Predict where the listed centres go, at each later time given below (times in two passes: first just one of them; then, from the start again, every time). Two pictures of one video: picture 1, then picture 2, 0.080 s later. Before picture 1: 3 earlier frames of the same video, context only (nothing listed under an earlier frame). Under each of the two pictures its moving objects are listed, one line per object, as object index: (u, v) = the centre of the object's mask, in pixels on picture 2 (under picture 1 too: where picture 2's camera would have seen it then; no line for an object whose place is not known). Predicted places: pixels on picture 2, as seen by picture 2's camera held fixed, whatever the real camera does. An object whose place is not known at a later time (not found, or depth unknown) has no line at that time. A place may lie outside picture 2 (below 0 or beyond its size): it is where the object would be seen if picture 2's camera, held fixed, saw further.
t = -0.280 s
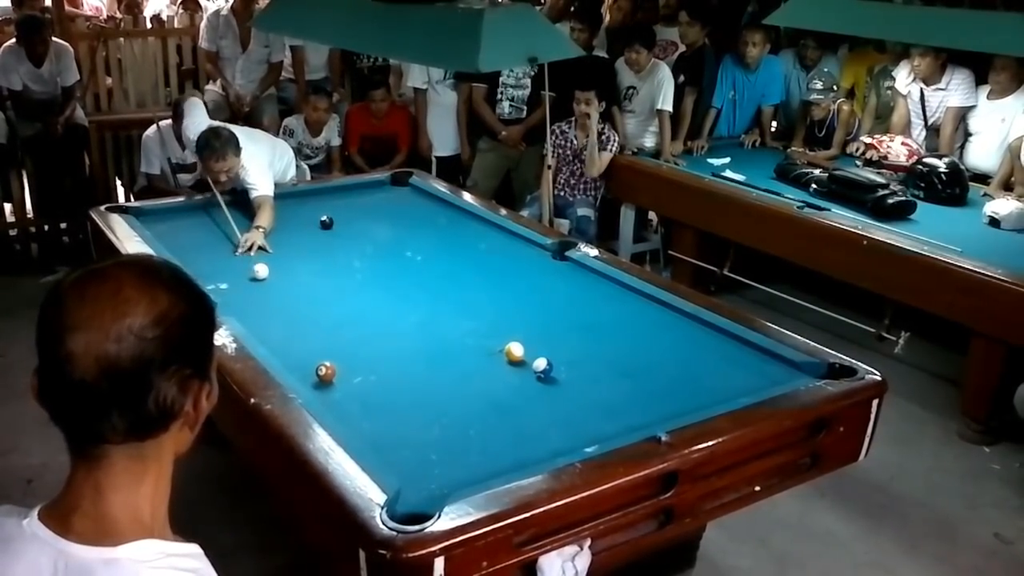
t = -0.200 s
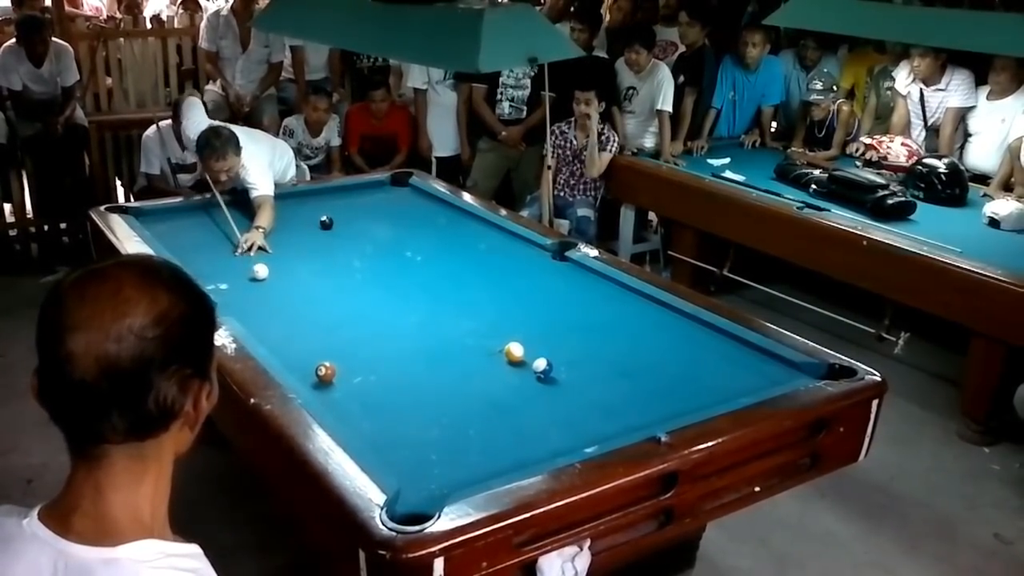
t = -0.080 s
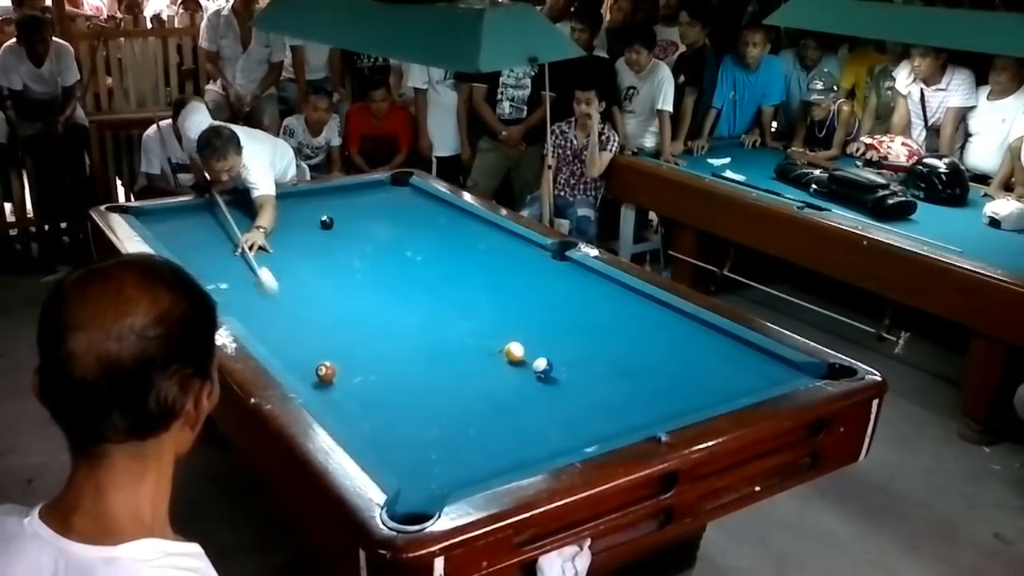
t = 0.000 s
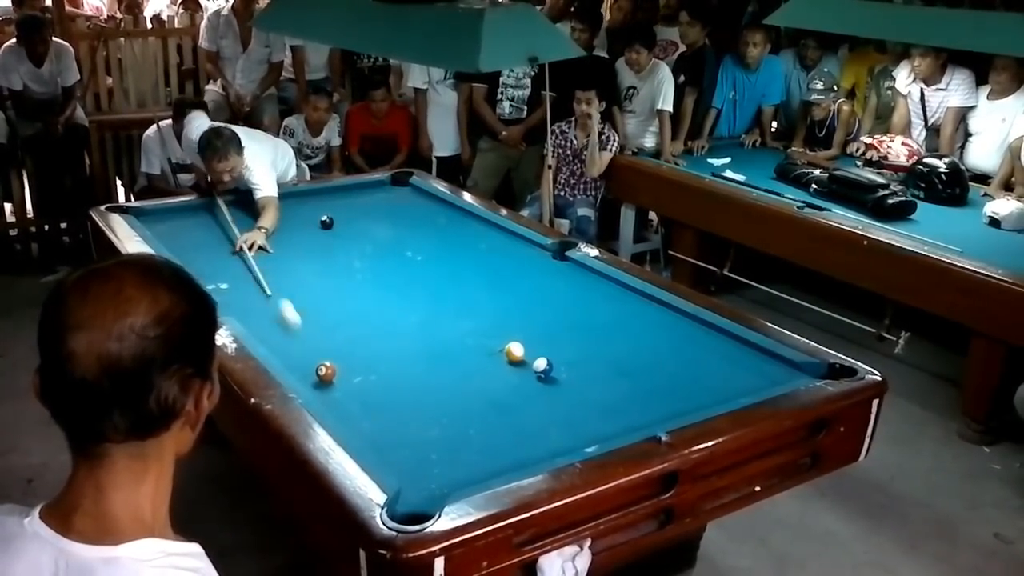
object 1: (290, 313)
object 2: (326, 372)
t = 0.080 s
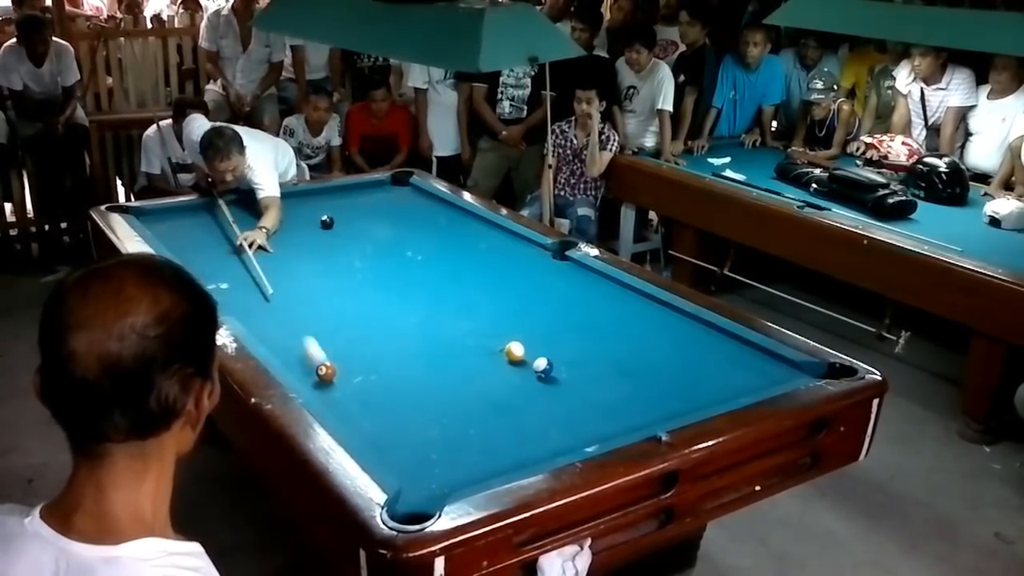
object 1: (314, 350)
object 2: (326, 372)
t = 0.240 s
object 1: (310, 361)
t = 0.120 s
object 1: (319, 363)
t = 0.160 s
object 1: (316, 363)
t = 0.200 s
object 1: (313, 362)
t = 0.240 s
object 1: (310, 361)
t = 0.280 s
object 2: (409, 478)
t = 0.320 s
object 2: (427, 499)
